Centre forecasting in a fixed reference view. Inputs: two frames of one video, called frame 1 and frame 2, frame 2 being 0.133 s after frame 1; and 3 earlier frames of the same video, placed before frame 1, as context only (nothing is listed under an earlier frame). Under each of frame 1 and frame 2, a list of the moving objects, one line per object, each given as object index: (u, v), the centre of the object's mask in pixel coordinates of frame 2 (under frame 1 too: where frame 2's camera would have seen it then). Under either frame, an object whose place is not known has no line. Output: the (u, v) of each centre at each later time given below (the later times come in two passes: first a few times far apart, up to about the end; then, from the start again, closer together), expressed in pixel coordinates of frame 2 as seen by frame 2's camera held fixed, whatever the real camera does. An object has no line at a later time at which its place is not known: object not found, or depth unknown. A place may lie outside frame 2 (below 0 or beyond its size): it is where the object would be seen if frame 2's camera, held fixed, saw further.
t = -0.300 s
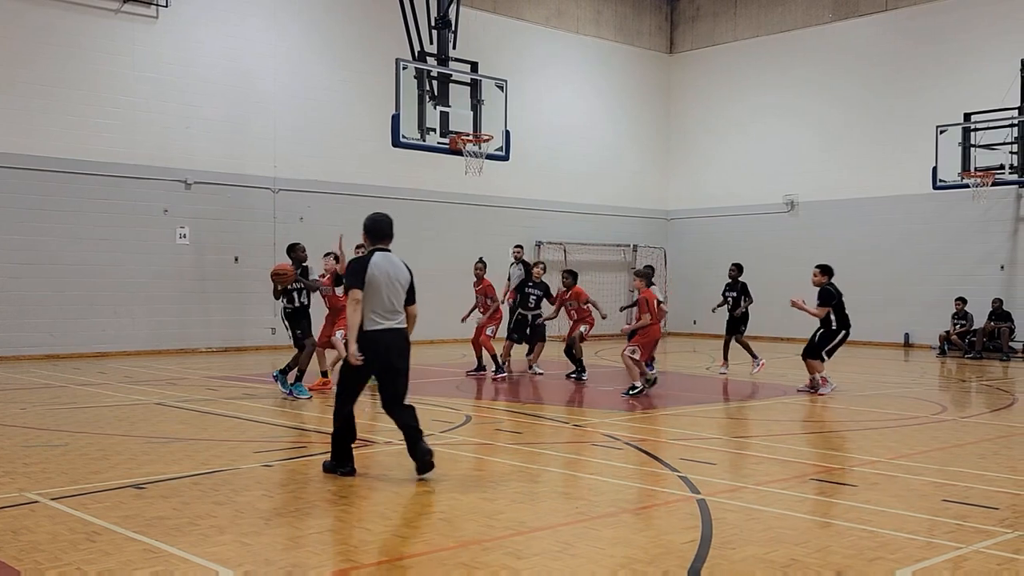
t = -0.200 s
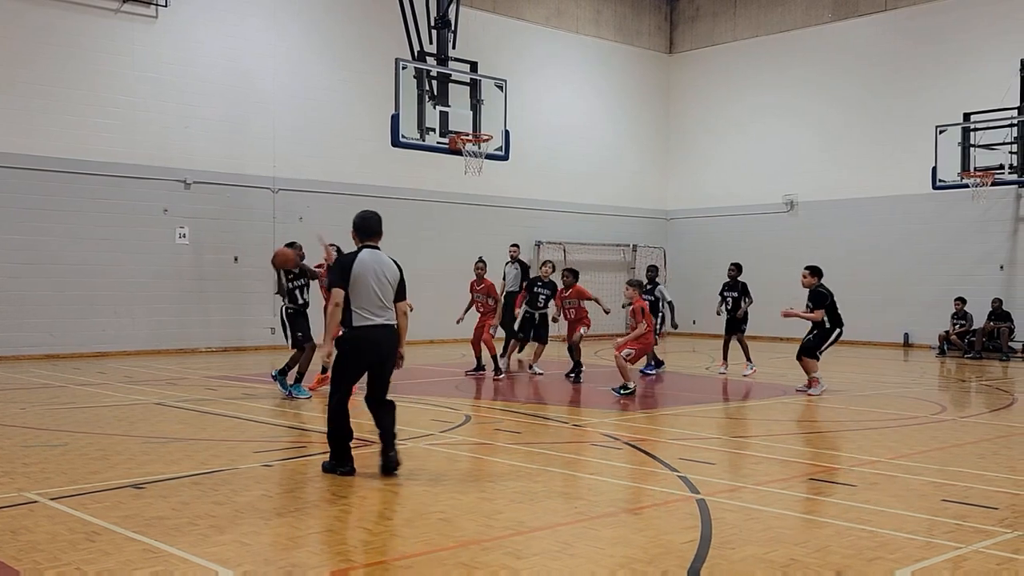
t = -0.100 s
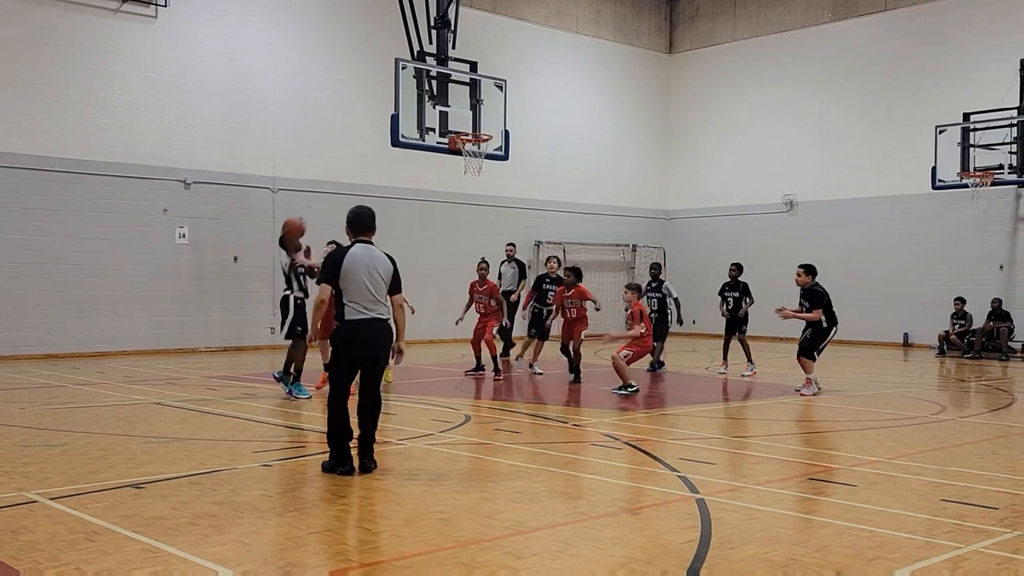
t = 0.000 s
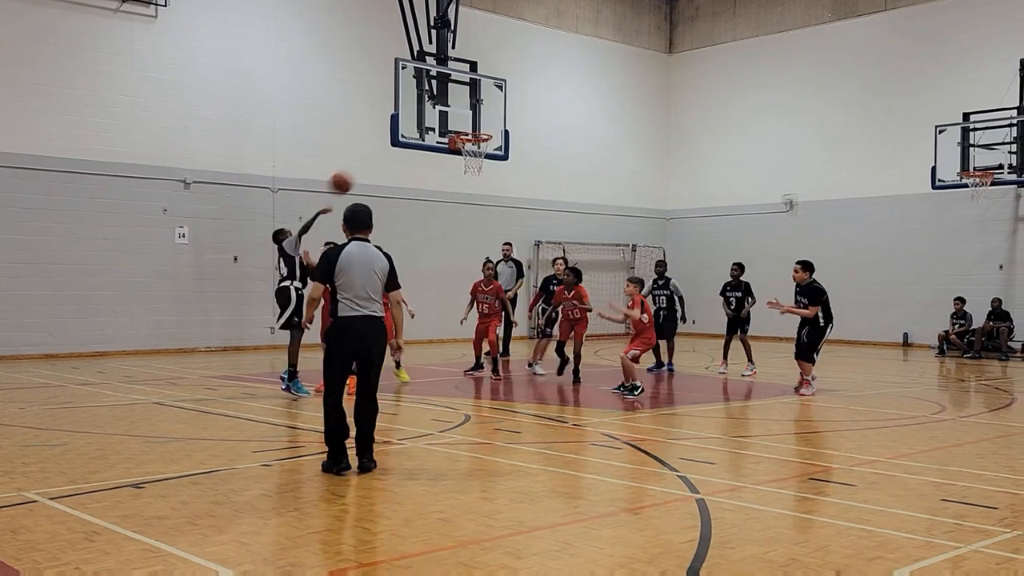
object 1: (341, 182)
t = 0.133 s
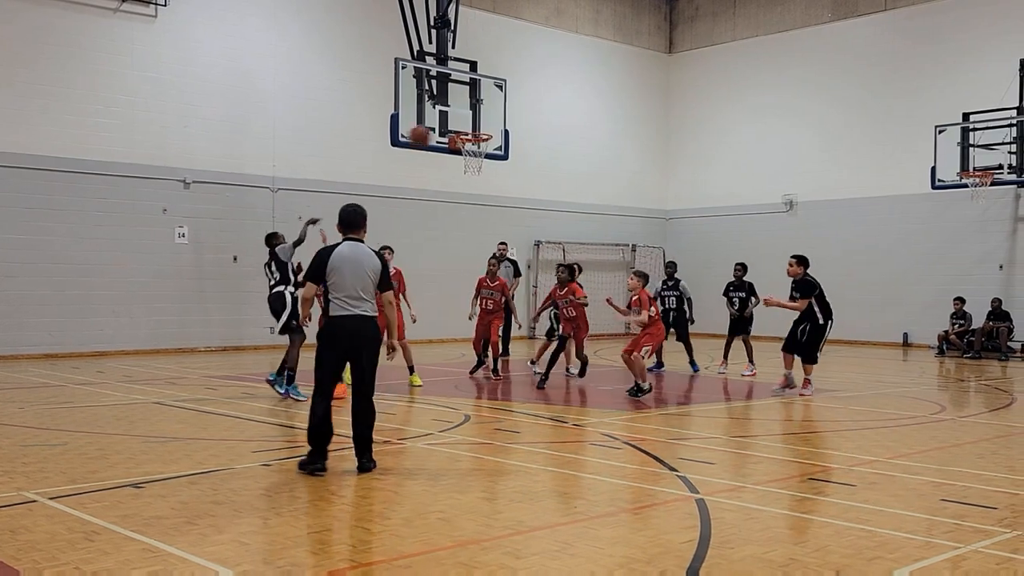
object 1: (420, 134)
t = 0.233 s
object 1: (477, 113)
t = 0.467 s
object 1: (609, 99)
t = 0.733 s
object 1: (755, 148)
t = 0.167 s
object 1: (439, 126)
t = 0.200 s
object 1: (457, 120)
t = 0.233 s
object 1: (477, 113)
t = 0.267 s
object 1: (496, 108)
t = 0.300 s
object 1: (515, 104)
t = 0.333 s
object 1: (534, 101)
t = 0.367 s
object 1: (553, 99)
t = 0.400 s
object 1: (572, 98)
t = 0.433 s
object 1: (590, 98)
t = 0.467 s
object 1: (609, 99)
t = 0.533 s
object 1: (646, 106)
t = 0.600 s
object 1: (683, 115)
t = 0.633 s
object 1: (701, 122)
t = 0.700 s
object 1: (736, 139)
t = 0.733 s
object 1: (755, 148)
